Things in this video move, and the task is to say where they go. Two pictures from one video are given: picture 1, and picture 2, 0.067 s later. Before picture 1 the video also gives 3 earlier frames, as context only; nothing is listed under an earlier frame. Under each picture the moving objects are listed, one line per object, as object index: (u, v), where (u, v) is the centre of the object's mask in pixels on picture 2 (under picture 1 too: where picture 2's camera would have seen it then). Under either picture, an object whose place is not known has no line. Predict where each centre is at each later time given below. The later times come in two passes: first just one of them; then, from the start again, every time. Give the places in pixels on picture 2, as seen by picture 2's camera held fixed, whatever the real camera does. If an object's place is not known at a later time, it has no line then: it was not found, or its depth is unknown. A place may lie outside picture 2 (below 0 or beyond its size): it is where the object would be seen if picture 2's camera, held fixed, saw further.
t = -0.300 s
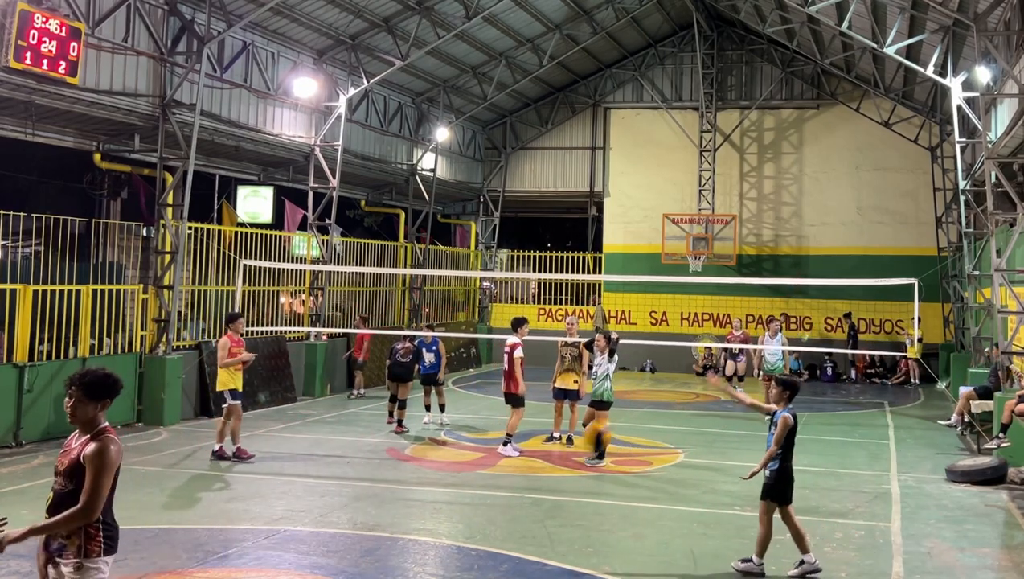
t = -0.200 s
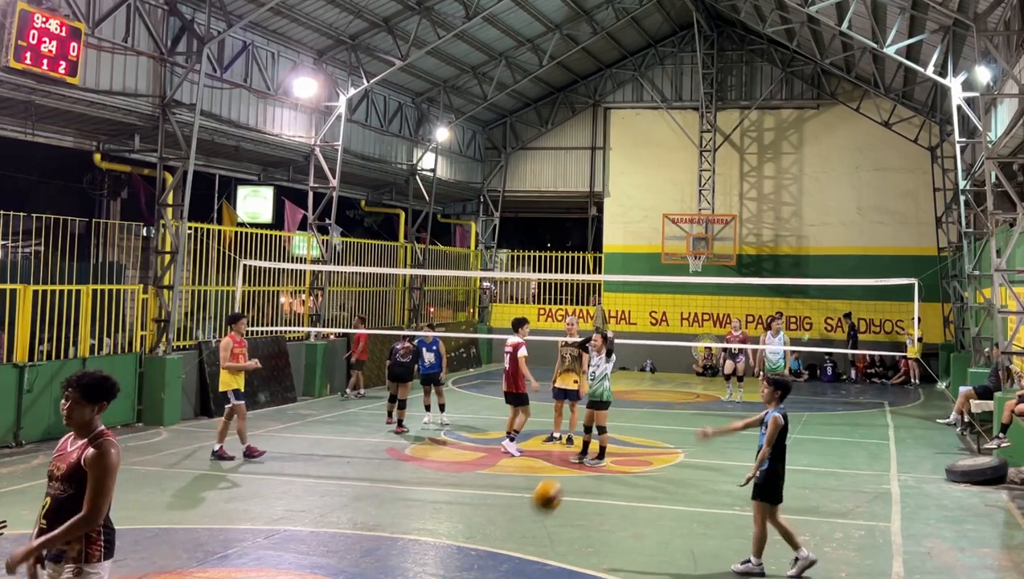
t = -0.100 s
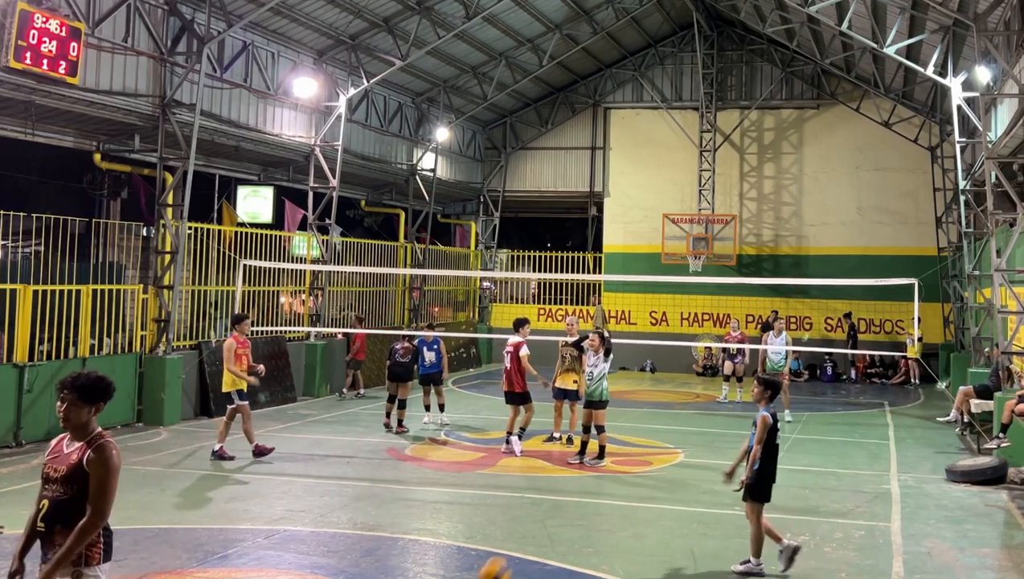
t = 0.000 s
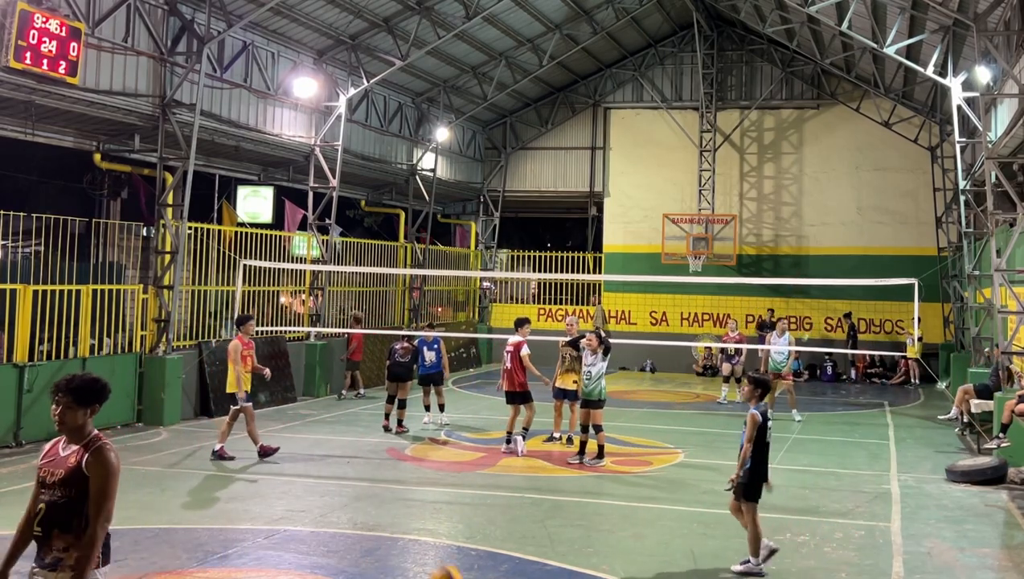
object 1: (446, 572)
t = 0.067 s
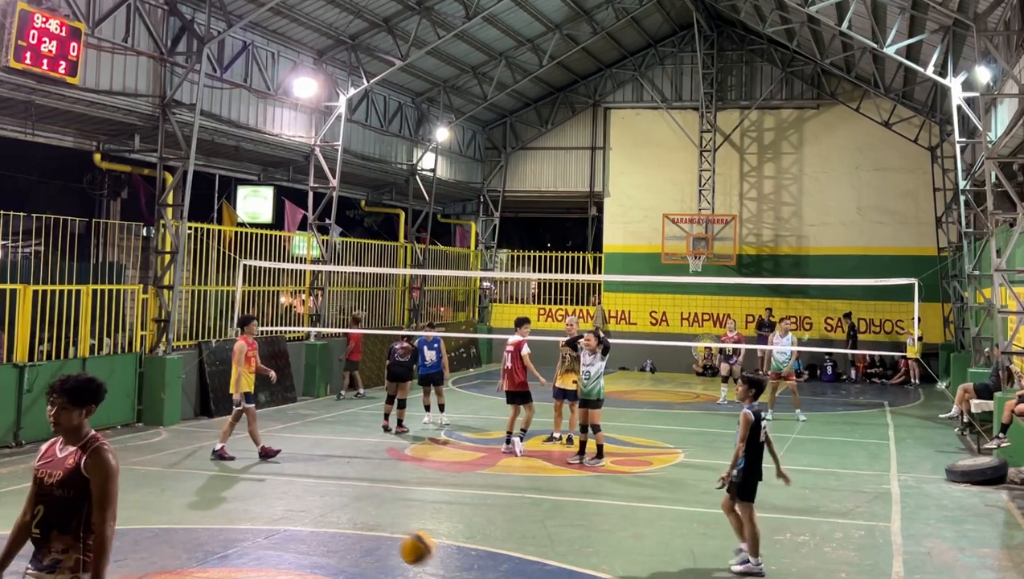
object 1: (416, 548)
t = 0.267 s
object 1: (320, 482)
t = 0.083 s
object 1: (408, 540)
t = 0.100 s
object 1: (401, 532)
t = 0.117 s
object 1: (393, 526)
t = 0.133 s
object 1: (385, 519)
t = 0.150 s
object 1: (377, 513)
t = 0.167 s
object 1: (370, 507)
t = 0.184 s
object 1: (362, 503)
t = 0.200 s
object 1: (354, 498)
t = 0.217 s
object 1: (345, 494)
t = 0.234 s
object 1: (337, 489)
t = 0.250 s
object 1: (329, 485)
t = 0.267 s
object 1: (320, 482)
